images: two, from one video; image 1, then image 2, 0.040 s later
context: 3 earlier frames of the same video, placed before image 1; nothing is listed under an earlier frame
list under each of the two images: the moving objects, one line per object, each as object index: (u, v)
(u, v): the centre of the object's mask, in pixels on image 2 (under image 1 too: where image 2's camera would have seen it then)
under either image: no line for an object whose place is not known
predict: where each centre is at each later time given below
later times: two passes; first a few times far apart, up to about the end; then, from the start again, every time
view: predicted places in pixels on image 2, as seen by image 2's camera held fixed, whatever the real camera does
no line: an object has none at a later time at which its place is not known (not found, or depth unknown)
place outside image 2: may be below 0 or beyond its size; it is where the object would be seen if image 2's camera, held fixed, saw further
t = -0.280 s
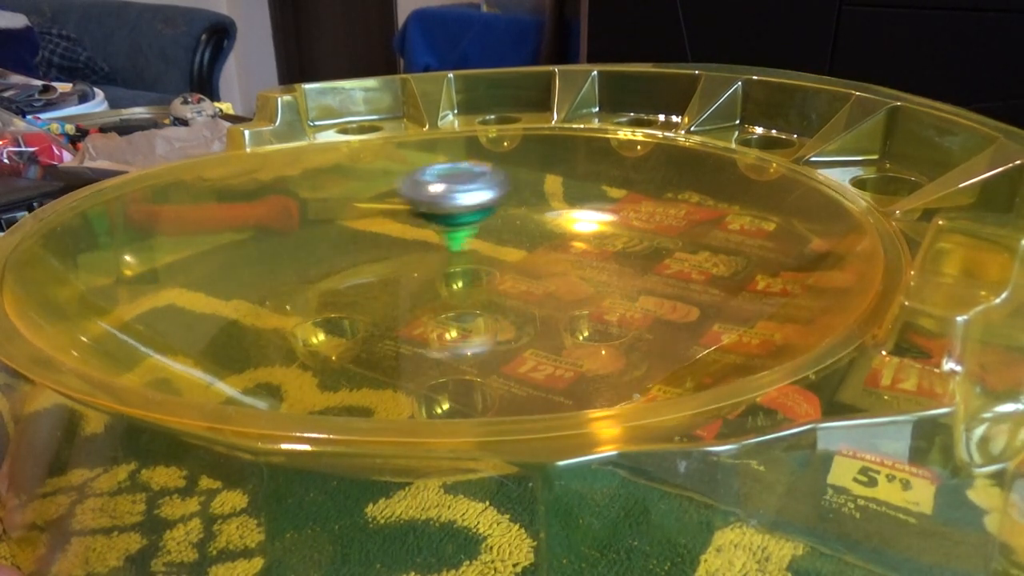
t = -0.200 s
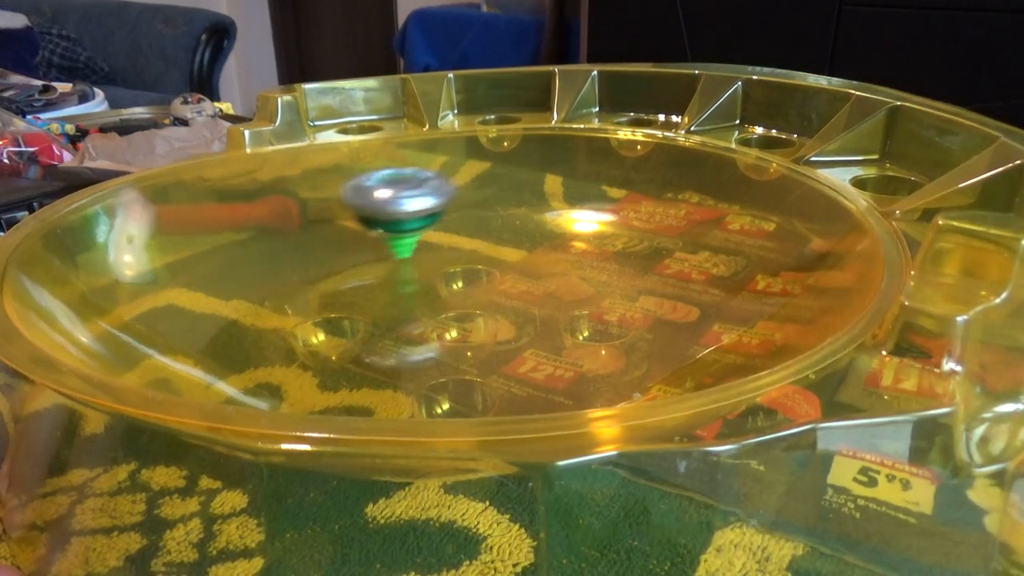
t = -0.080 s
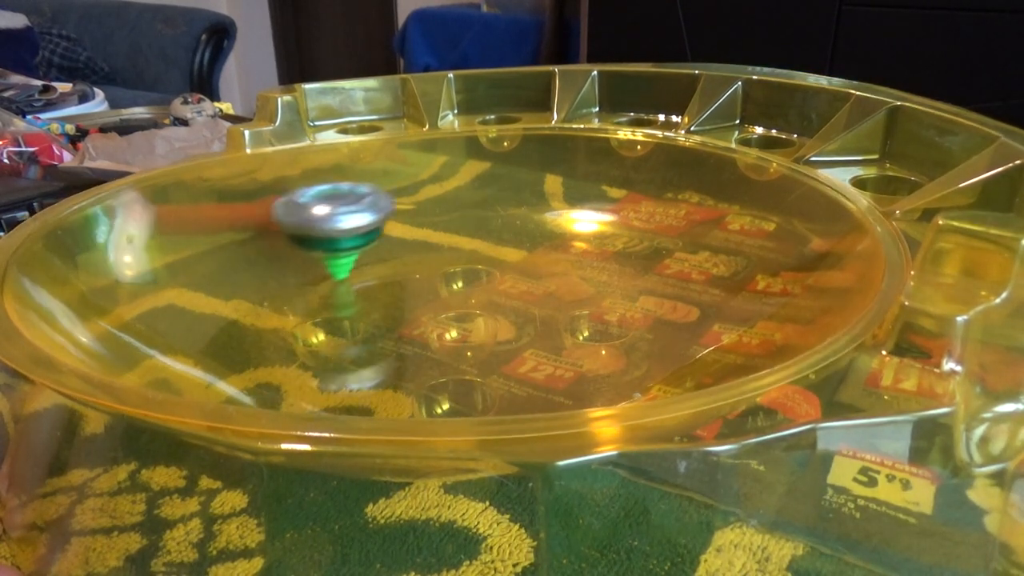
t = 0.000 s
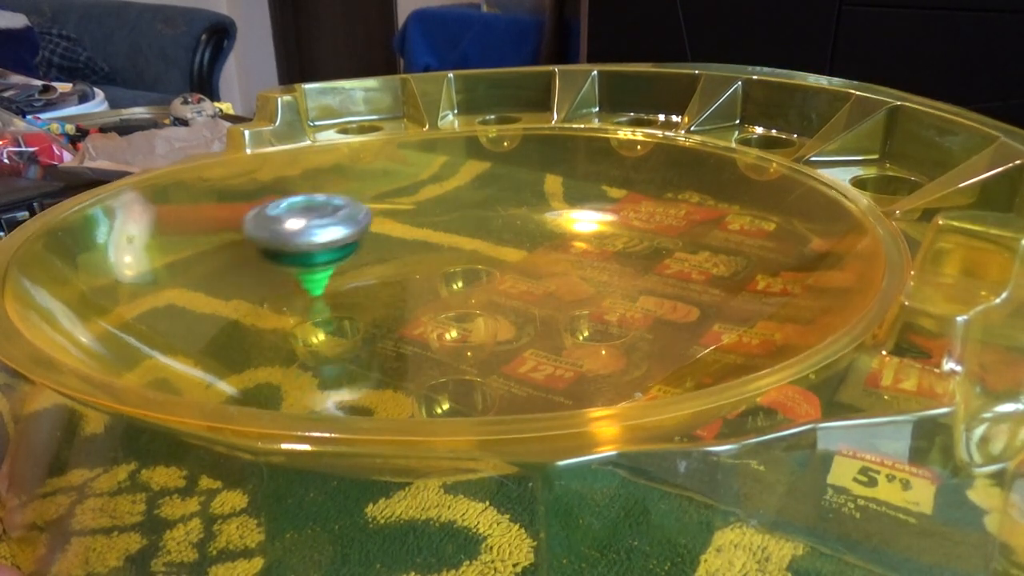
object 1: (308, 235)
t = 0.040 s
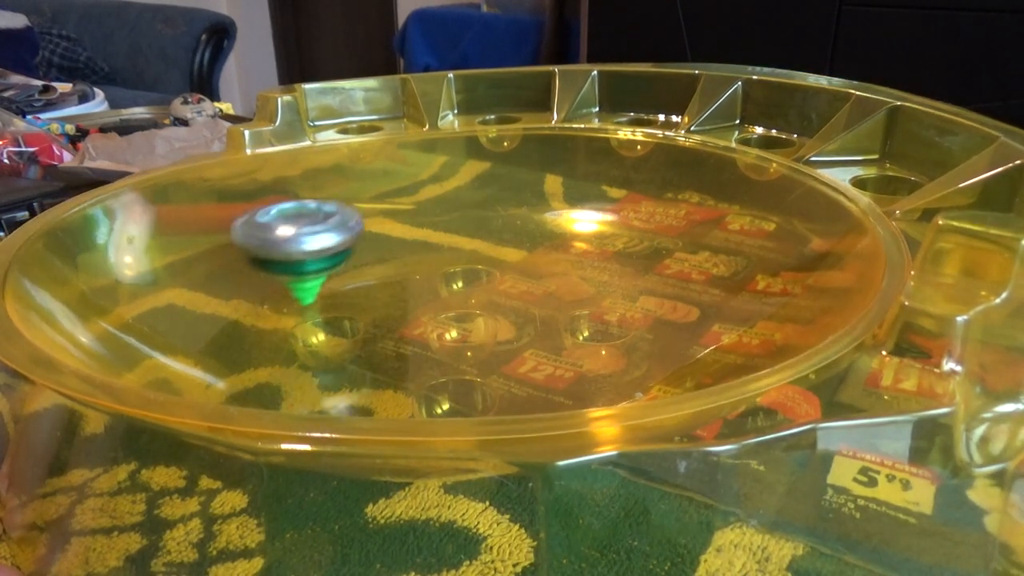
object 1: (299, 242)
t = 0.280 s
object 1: (292, 279)
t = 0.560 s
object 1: (395, 305)
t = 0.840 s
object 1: (524, 276)
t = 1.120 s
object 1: (543, 218)
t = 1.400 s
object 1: (382, 196)
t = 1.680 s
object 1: (288, 264)
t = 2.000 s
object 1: (478, 299)
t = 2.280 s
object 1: (631, 256)
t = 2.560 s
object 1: (540, 202)
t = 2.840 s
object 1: (396, 208)
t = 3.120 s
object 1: (311, 231)
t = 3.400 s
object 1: (286, 261)
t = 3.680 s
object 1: (351, 279)
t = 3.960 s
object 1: (467, 268)
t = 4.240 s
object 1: (540, 229)
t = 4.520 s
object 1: (478, 194)
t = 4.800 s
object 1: (381, 212)
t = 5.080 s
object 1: (363, 237)
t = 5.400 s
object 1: (404, 270)
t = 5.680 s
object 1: (494, 277)
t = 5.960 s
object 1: (560, 259)
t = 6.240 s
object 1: (533, 224)
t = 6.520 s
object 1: (429, 211)
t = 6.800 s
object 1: (348, 217)
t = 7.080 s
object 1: (308, 236)
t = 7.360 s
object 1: (325, 253)
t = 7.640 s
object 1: (404, 260)
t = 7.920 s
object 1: (504, 245)
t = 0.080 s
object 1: (291, 250)
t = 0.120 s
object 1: (286, 256)
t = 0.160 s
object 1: (284, 262)
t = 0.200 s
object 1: (284, 268)
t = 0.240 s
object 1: (287, 274)
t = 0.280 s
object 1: (292, 279)
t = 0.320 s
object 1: (301, 285)
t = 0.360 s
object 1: (311, 290)
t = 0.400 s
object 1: (324, 295)
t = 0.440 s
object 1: (339, 299)
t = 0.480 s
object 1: (357, 302)
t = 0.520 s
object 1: (376, 304)
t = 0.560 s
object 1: (395, 305)
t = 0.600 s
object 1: (419, 302)
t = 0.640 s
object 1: (439, 299)
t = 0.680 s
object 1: (458, 297)
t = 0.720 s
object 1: (477, 292)
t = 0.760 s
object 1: (495, 287)
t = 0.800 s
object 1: (510, 282)
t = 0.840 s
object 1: (524, 276)
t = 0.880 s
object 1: (536, 269)
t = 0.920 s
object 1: (545, 261)
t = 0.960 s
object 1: (552, 254)
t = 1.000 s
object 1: (556, 245)
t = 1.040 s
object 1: (555, 236)
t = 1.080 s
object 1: (551, 227)
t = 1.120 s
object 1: (543, 218)
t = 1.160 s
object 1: (532, 210)
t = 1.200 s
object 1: (517, 203)
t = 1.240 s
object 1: (501, 197)
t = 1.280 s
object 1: (479, 192)
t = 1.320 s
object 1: (451, 190)
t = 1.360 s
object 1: (418, 191)
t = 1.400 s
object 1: (382, 196)
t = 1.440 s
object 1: (351, 203)
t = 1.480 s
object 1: (326, 212)
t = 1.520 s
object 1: (305, 223)
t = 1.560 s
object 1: (290, 234)
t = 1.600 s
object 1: (281, 246)
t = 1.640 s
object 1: (281, 256)
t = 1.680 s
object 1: (288, 264)
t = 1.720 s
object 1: (300, 271)
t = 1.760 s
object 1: (318, 277)
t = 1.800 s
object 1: (338, 285)
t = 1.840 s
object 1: (362, 291)
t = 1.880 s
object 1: (389, 295)
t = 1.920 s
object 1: (418, 297)
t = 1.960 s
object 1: (448, 298)
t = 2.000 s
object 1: (478, 299)
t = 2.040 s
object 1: (507, 296)
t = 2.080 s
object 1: (537, 293)
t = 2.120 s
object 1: (565, 289)
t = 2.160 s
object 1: (589, 283)
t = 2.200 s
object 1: (610, 275)
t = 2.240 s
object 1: (624, 266)
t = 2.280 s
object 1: (631, 256)
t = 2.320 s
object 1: (631, 246)
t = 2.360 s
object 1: (626, 236)
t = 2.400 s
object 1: (615, 227)
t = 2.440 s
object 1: (601, 219)
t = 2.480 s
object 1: (584, 212)
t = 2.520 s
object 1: (563, 206)
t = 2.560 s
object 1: (540, 202)
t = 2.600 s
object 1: (515, 201)
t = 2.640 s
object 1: (492, 199)
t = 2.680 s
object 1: (469, 200)
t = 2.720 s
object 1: (449, 201)
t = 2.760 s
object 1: (429, 204)
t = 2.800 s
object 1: (412, 205)
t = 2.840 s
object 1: (396, 208)
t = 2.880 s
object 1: (381, 210)
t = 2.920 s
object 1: (366, 214)
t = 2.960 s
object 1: (353, 216)
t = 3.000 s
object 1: (341, 219)
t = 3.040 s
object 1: (330, 223)
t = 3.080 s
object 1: (320, 227)
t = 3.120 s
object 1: (311, 231)
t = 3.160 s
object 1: (302, 236)
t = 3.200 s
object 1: (296, 240)
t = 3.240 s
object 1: (291, 245)
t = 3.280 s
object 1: (287, 249)
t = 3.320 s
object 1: (284, 254)
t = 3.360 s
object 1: (284, 258)
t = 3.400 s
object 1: (286, 261)
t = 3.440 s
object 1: (290, 264)
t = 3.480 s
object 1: (295, 267)
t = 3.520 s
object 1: (303, 270)
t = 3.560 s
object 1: (312, 273)
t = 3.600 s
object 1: (324, 275)
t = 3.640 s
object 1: (337, 278)
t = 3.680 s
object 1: (351, 279)
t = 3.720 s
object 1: (366, 281)
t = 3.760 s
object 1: (383, 280)
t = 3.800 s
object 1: (398, 279)
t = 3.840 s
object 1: (415, 277)
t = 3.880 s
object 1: (432, 274)
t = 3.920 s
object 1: (450, 272)
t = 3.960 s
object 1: (467, 268)
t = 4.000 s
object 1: (483, 264)
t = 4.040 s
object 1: (497, 260)
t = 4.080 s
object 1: (510, 254)
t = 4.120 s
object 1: (521, 249)
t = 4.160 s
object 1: (530, 243)
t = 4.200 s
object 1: (536, 236)
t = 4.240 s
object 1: (540, 229)
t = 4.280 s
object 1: (540, 223)
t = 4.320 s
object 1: (536, 215)
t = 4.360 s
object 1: (530, 209)
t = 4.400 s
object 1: (519, 203)
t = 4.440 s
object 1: (508, 198)
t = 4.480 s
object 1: (494, 195)
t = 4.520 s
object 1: (478, 194)
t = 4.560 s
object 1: (461, 194)
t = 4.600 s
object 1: (443, 197)
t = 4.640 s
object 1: (425, 199)
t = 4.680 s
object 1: (409, 203)
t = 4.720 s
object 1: (396, 206)
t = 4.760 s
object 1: (387, 209)
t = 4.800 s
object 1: (381, 212)
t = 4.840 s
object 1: (376, 215)
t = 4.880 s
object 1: (373, 218)
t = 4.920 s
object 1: (370, 221)
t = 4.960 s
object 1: (367, 224)
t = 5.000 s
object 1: (365, 228)
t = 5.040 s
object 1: (364, 232)
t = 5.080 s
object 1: (363, 237)
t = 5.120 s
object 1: (363, 241)
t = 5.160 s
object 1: (364, 246)
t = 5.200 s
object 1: (367, 250)
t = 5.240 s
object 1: (371, 255)
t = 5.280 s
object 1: (377, 259)
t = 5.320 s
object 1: (385, 263)
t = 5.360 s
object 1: (394, 267)
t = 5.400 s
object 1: (404, 270)
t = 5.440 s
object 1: (416, 272)
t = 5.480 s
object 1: (428, 275)
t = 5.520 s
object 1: (441, 276)
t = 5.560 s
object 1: (454, 277)
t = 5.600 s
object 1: (468, 278)
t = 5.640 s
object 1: (481, 278)
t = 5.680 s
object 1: (494, 277)
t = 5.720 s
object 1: (506, 277)
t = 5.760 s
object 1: (518, 275)
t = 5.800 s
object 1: (528, 273)
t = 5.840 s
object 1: (539, 271)
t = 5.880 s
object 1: (547, 267)
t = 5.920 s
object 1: (555, 264)
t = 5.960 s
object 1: (560, 259)
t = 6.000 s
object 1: (564, 253)
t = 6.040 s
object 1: (565, 249)
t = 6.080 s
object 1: (564, 244)
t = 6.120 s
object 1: (560, 239)
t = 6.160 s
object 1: (553, 233)
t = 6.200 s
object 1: (544, 229)
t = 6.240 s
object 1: (533, 224)
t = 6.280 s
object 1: (520, 221)
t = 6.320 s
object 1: (506, 217)
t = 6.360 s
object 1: (491, 214)
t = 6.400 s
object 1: (475, 213)
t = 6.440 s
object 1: (459, 212)
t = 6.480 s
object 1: (444, 211)
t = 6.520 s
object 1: (429, 211)
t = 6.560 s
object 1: (415, 211)
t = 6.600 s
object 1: (401, 212)
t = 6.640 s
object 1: (389, 213)
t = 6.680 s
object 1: (377, 214)
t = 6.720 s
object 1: (366, 215)
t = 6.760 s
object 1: (357, 216)
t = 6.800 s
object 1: (348, 217)
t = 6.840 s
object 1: (340, 219)
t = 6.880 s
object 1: (332, 222)
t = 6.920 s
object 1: (324, 225)
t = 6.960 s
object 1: (318, 227)
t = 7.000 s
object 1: (313, 231)
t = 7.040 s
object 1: (310, 233)
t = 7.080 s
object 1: (308, 236)
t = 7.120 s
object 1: (307, 238)
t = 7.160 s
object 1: (307, 241)
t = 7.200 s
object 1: (308, 244)
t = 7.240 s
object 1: (310, 246)
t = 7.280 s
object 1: (314, 248)
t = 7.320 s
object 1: (319, 250)
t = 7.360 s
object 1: (325, 253)
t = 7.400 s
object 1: (333, 255)
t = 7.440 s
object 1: (342, 257)
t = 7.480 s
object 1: (351, 259)
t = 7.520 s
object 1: (363, 260)
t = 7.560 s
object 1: (376, 260)
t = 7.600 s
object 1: (390, 260)
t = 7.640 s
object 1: (404, 260)
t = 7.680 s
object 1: (420, 259)
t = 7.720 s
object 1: (435, 258)
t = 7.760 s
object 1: (450, 257)
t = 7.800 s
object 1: (465, 254)
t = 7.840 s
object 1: (479, 251)
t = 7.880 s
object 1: (492, 248)
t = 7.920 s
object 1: (504, 245)
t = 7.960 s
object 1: (513, 242)
